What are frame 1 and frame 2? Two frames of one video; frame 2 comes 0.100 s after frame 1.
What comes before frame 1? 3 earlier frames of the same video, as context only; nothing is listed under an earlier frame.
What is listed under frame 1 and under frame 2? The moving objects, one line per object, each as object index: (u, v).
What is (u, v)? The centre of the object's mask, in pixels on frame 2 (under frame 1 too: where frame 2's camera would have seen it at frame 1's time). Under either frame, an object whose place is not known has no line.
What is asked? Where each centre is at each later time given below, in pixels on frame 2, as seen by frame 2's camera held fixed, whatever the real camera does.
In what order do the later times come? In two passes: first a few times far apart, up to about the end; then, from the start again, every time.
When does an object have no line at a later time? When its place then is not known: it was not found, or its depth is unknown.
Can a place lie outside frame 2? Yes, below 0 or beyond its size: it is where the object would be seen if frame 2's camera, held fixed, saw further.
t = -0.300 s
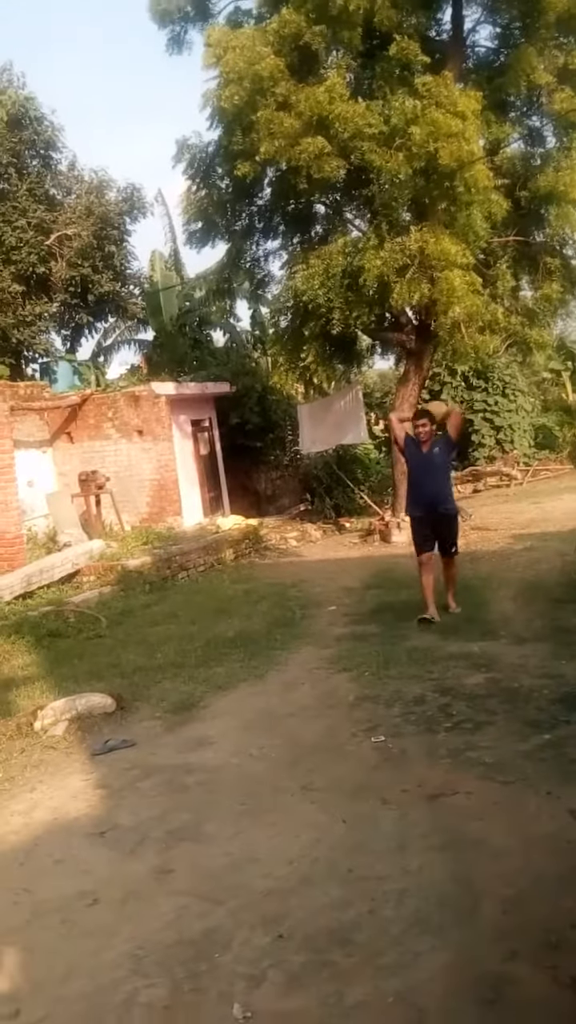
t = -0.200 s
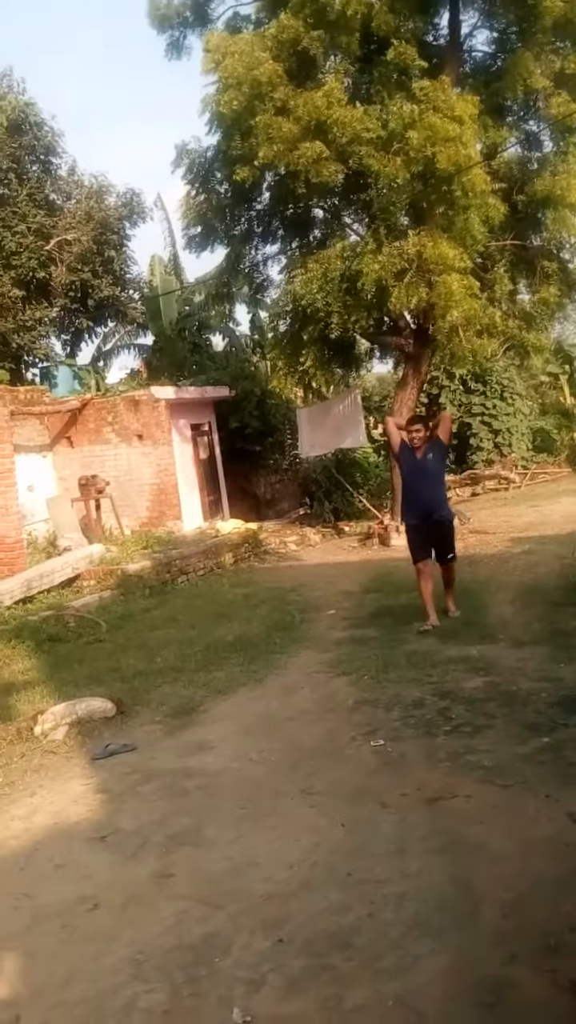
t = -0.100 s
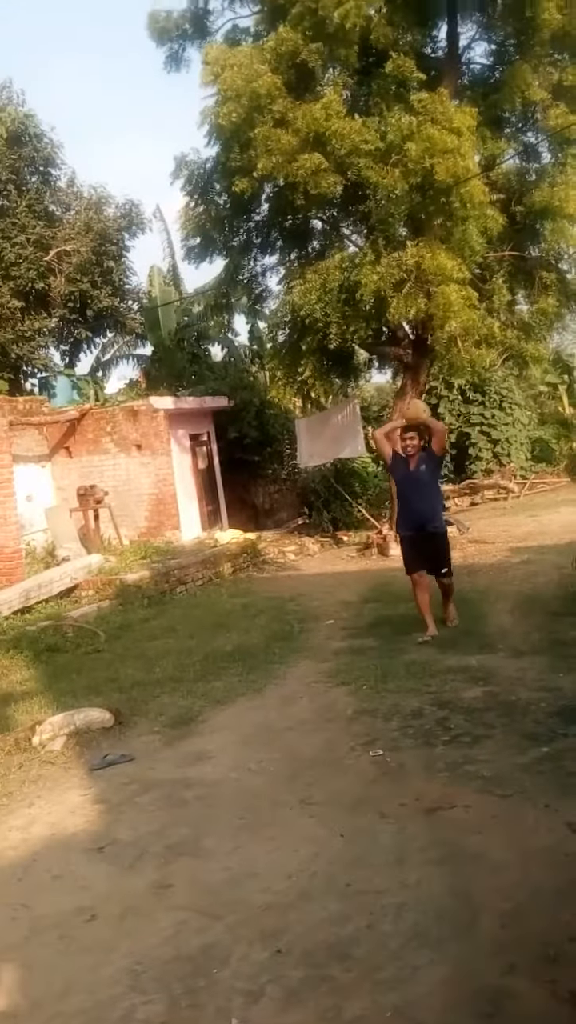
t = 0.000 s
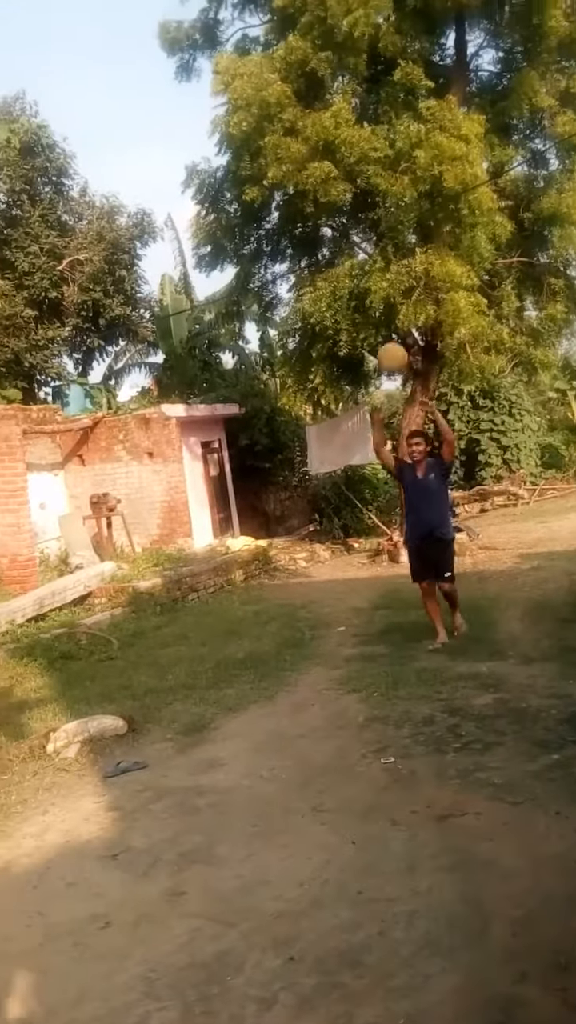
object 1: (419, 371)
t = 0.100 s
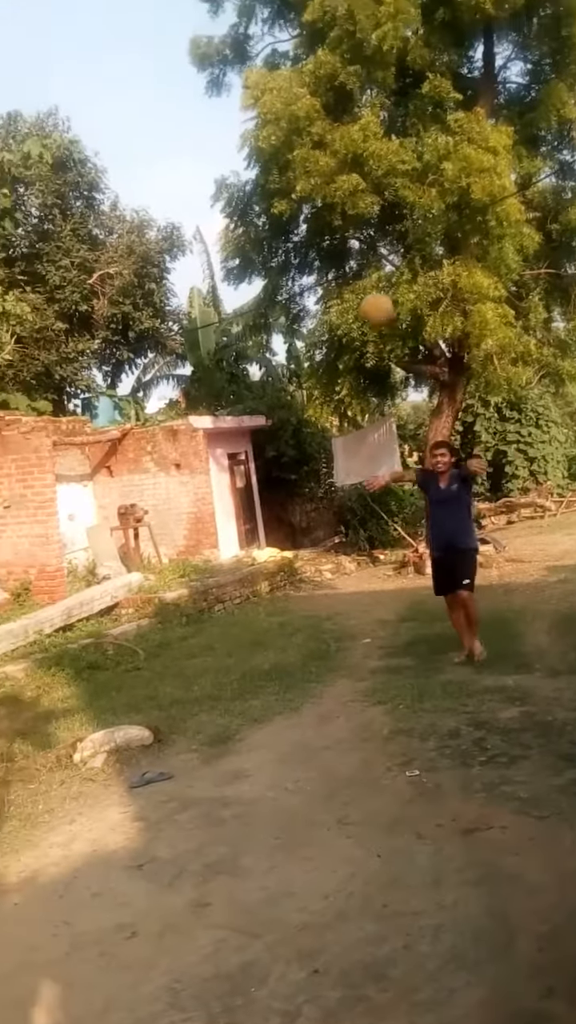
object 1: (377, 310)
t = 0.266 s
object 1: (285, 220)
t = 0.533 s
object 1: (43, 125)
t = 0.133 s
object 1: (360, 291)
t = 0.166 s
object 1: (344, 272)
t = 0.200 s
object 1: (325, 254)
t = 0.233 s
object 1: (306, 237)
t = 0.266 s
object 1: (285, 220)
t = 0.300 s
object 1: (263, 204)
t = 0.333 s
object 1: (239, 188)
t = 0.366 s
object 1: (211, 172)
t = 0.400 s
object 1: (183, 160)
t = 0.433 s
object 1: (152, 150)
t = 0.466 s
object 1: (119, 140)
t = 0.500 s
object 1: (84, 132)
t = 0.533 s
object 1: (43, 125)
